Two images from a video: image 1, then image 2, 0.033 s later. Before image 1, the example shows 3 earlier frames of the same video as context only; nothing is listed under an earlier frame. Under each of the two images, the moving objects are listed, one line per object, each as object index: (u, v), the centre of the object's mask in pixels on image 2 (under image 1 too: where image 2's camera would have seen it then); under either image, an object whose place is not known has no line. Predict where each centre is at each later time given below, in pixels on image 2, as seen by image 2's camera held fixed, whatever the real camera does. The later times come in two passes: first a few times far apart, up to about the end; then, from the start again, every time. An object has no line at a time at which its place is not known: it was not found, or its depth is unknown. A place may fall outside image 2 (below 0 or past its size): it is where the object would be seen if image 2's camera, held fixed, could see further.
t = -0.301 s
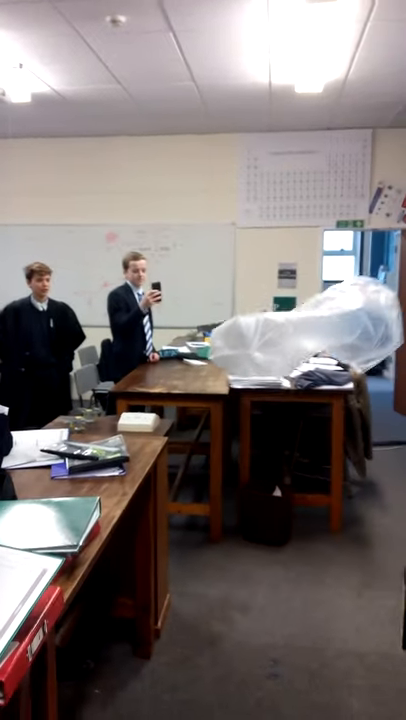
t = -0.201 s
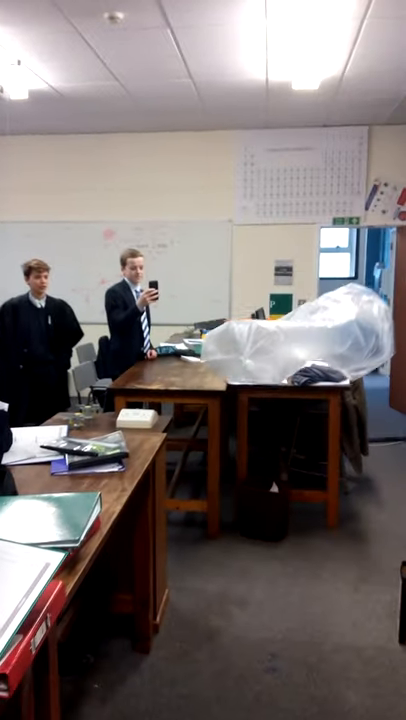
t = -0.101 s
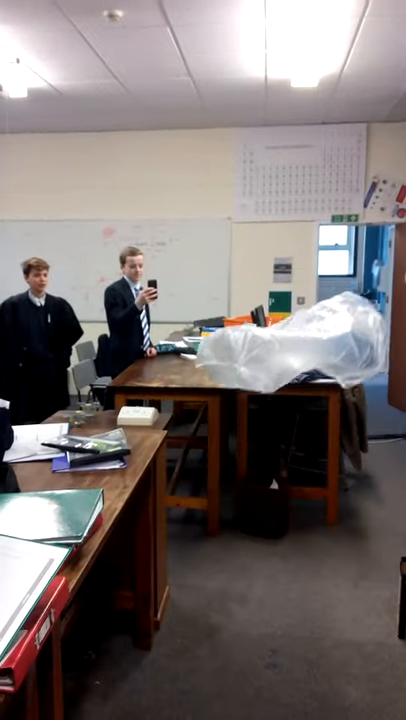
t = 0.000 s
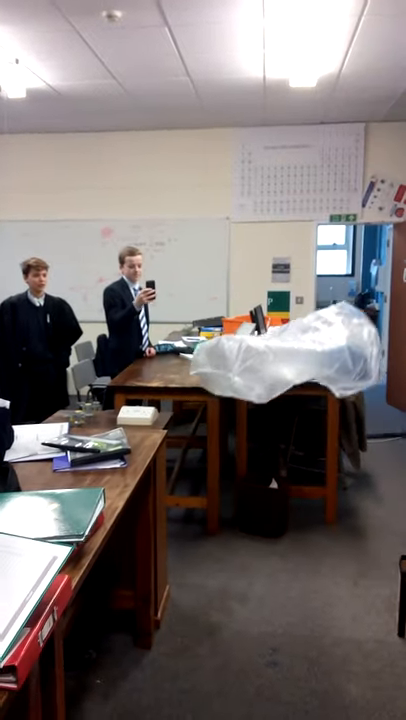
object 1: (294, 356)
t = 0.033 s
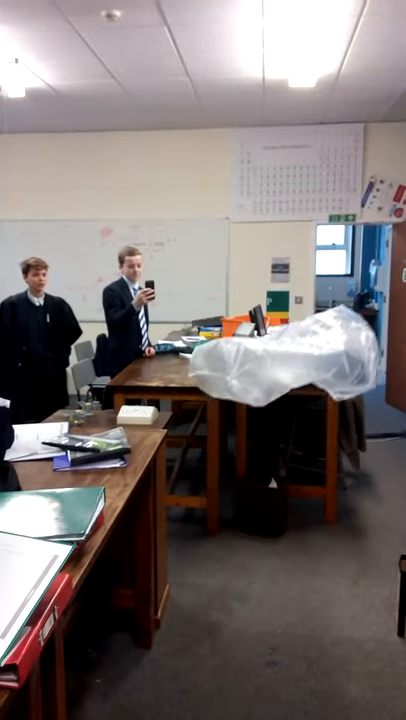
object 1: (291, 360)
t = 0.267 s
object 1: (279, 383)
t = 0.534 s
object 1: (266, 410)
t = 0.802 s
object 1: (262, 435)
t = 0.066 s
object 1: (289, 363)
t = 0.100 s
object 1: (288, 366)
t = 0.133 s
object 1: (286, 370)
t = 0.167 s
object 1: (284, 374)
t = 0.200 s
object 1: (282, 377)
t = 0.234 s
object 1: (281, 380)
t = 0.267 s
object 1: (279, 383)
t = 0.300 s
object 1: (278, 386)
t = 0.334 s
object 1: (276, 390)
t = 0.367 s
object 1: (274, 394)
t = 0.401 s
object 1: (272, 397)
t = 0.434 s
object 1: (270, 401)
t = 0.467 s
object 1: (268, 403)
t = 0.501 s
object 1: (268, 407)
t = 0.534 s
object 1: (266, 410)
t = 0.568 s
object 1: (265, 413)
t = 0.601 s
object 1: (264, 416)
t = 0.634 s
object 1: (263, 419)
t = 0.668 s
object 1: (263, 422)
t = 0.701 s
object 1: (263, 426)
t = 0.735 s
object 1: (262, 429)
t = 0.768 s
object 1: (262, 432)
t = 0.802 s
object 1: (262, 435)
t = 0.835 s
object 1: (262, 438)
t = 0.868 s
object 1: (262, 441)
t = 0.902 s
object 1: (261, 443)
